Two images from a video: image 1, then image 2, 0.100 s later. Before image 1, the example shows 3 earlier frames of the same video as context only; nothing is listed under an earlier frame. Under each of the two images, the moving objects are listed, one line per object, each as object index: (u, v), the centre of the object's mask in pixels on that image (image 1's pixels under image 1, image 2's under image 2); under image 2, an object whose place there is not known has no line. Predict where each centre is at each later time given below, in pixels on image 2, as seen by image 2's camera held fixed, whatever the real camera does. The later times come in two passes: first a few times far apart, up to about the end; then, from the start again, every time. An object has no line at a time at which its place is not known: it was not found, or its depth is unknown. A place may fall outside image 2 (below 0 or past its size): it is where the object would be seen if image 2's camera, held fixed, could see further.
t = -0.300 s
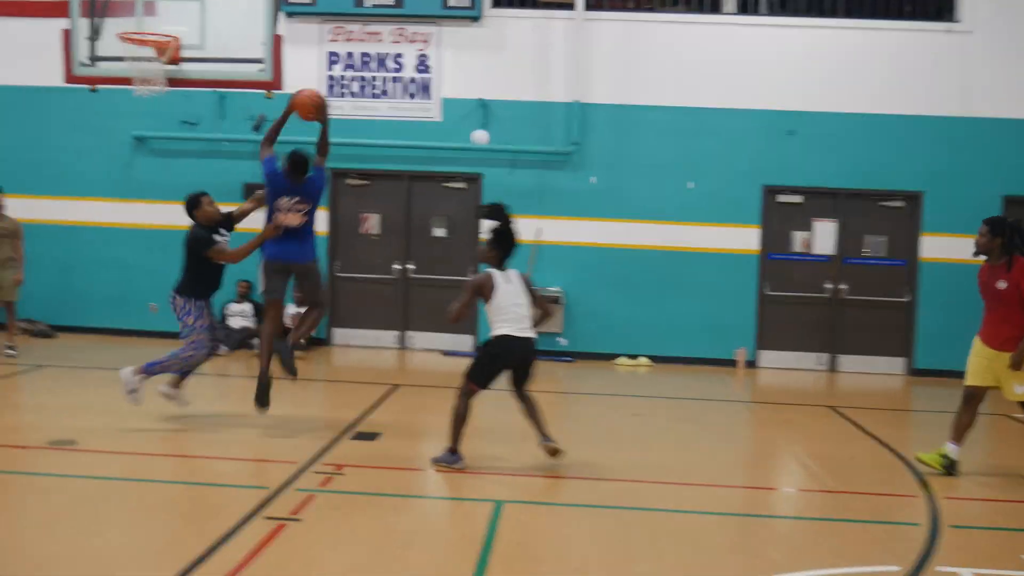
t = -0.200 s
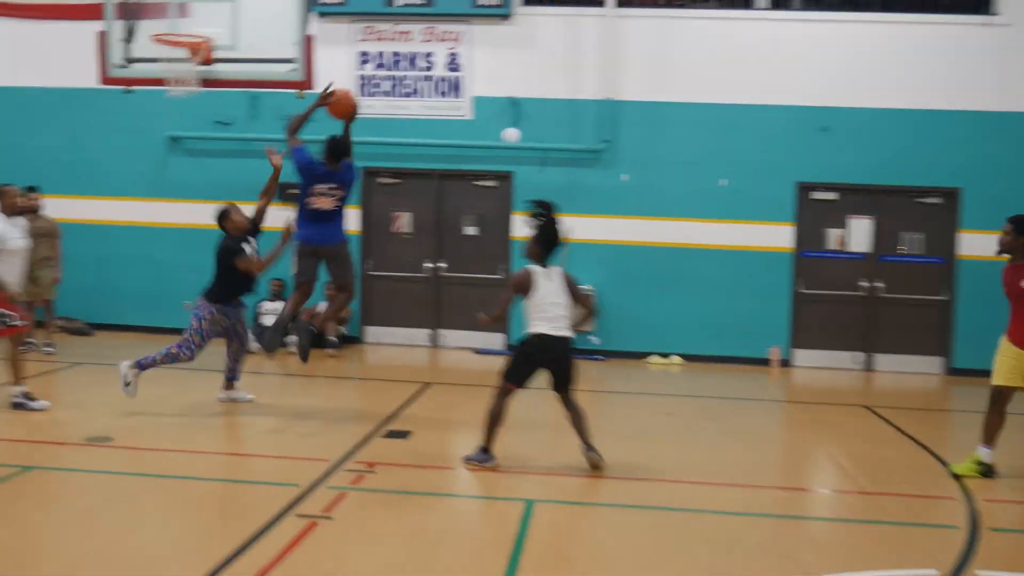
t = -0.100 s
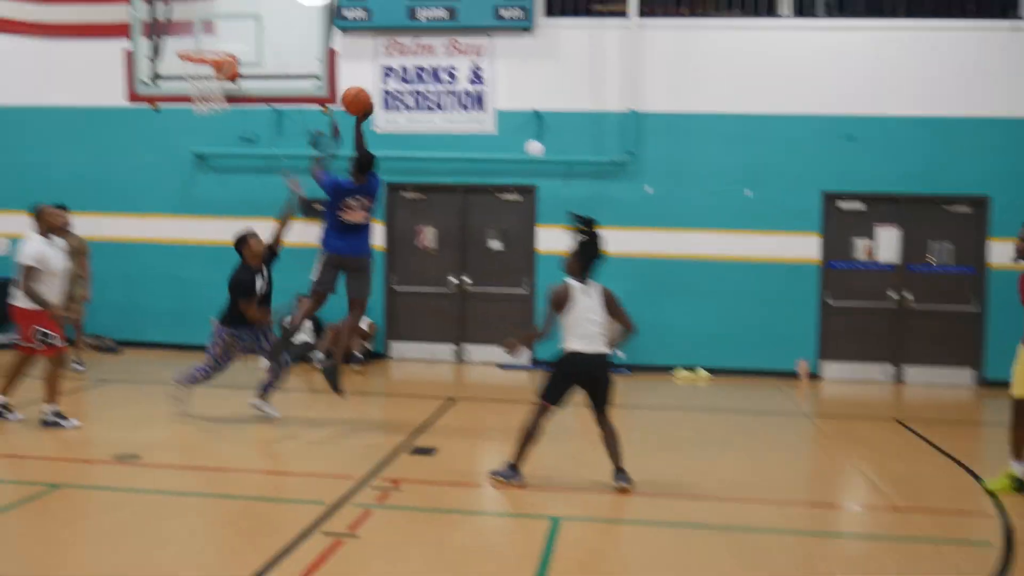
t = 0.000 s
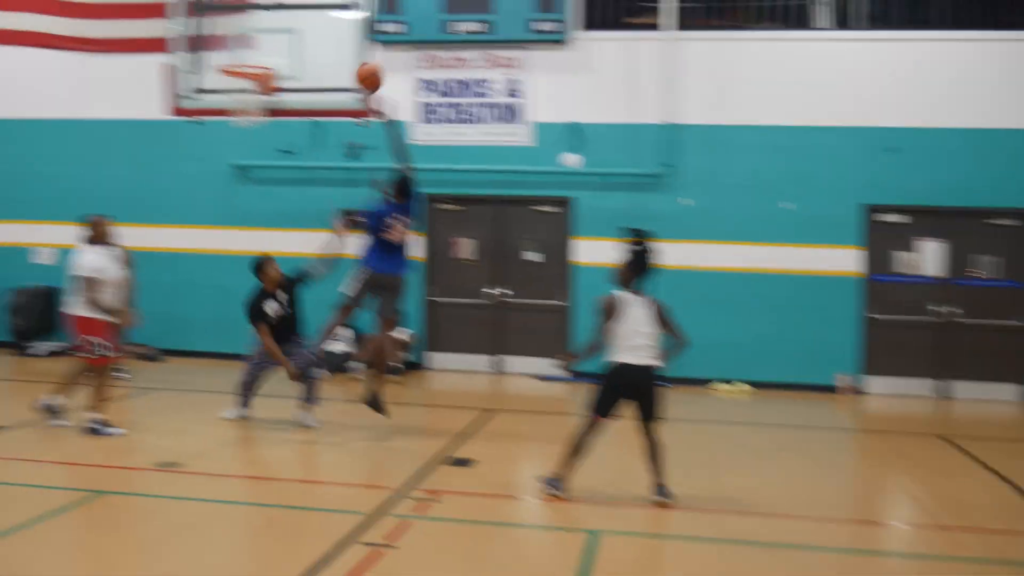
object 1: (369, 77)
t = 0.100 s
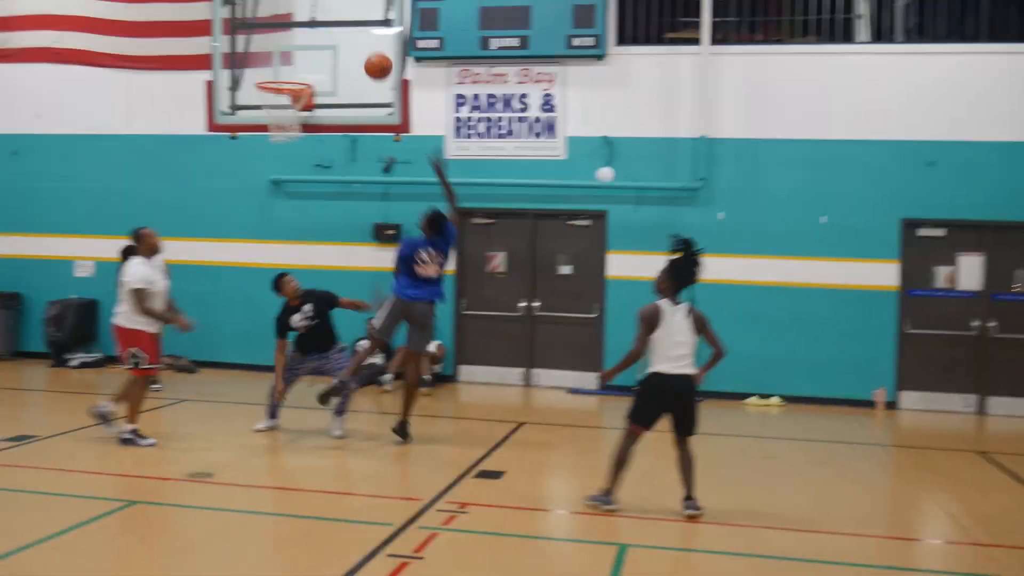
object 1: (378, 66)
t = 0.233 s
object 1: (346, 51)
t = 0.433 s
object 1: (297, 62)
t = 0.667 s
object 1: (276, 88)
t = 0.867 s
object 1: (304, 110)
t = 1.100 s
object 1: (303, 143)
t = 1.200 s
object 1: (300, 172)
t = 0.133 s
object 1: (370, 60)
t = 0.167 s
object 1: (362, 56)
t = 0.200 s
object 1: (354, 53)
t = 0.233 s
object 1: (346, 51)
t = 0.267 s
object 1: (338, 49)
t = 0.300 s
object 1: (330, 49)
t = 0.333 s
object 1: (322, 50)
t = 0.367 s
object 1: (314, 53)
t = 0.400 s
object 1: (305, 56)
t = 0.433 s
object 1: (297, 62)
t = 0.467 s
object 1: (288, 69)
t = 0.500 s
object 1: (281, 74)
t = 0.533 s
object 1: (280, 72)
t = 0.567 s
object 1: (278, 74)
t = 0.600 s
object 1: (276, 75)
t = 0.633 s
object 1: (274, 85)
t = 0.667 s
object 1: (276, 88)
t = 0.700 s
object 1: (282, 90)
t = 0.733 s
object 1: (288, 95)
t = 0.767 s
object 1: (290, 98)
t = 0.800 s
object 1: (296, 103)
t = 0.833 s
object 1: (301, 106)
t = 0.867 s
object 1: (304, 110)
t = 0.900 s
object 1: (306, 114)
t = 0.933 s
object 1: (308, 116)
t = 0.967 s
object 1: (307, 119)
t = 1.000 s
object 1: (306, 124)
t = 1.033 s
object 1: (305, 129)
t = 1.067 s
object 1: (304, 135)
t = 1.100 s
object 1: (303, 143)
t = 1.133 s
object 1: (302, 152)
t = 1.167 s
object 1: (301, 161)
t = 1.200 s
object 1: (300, 172)
